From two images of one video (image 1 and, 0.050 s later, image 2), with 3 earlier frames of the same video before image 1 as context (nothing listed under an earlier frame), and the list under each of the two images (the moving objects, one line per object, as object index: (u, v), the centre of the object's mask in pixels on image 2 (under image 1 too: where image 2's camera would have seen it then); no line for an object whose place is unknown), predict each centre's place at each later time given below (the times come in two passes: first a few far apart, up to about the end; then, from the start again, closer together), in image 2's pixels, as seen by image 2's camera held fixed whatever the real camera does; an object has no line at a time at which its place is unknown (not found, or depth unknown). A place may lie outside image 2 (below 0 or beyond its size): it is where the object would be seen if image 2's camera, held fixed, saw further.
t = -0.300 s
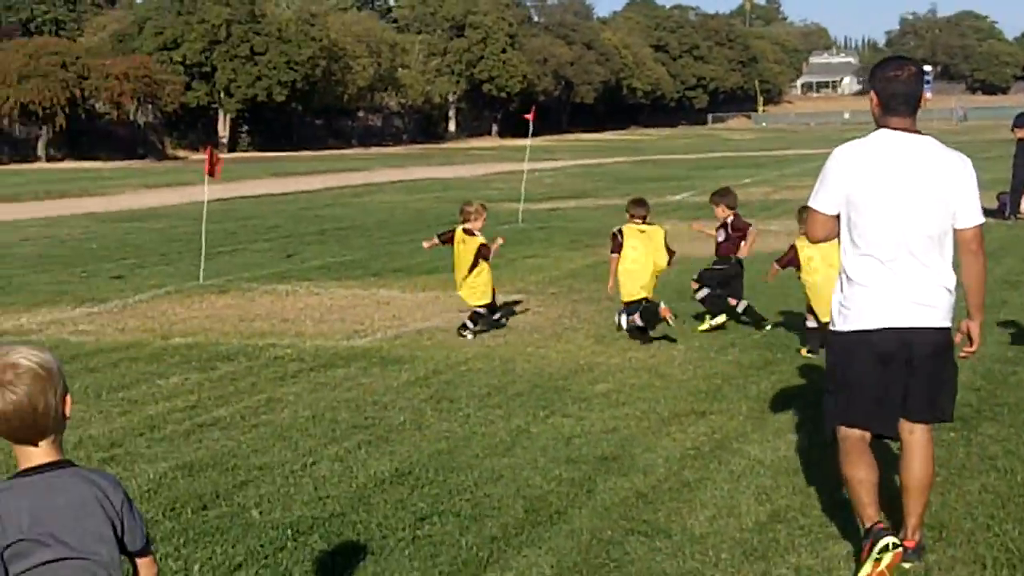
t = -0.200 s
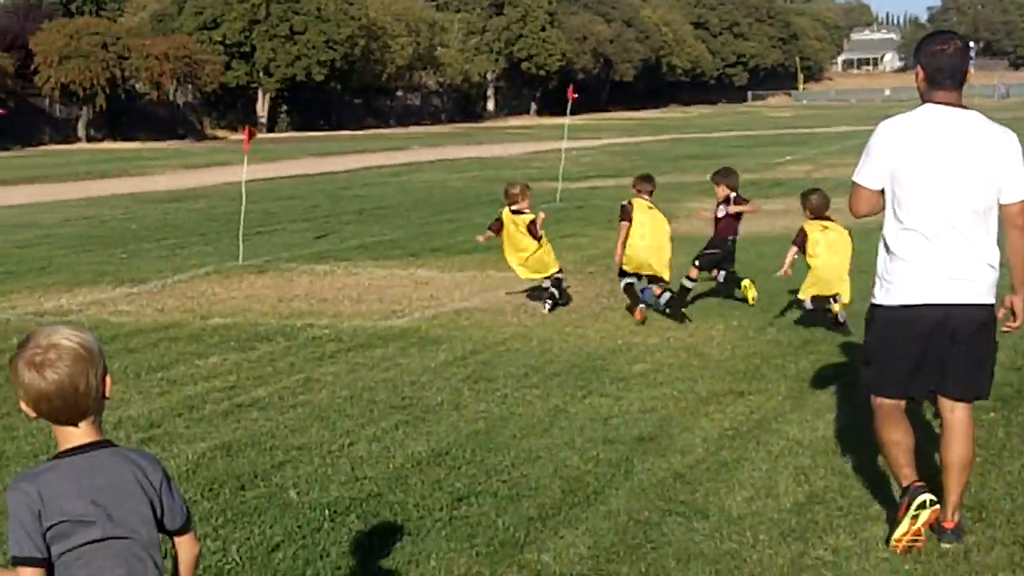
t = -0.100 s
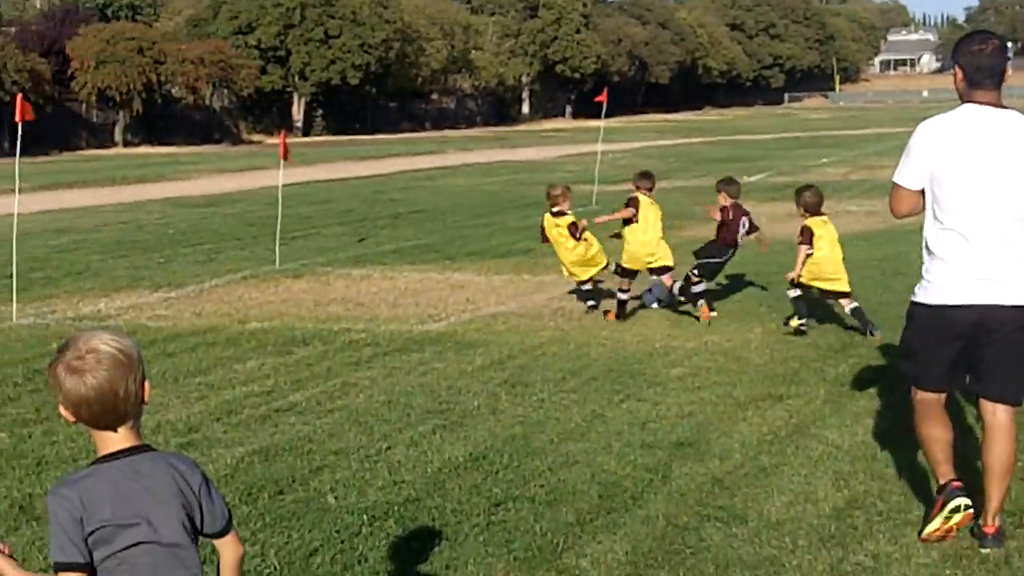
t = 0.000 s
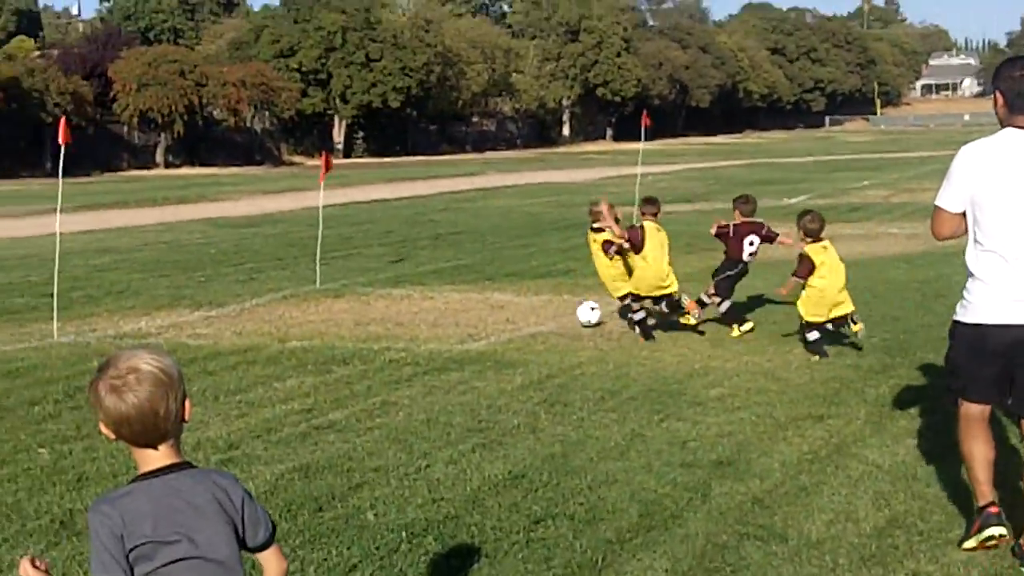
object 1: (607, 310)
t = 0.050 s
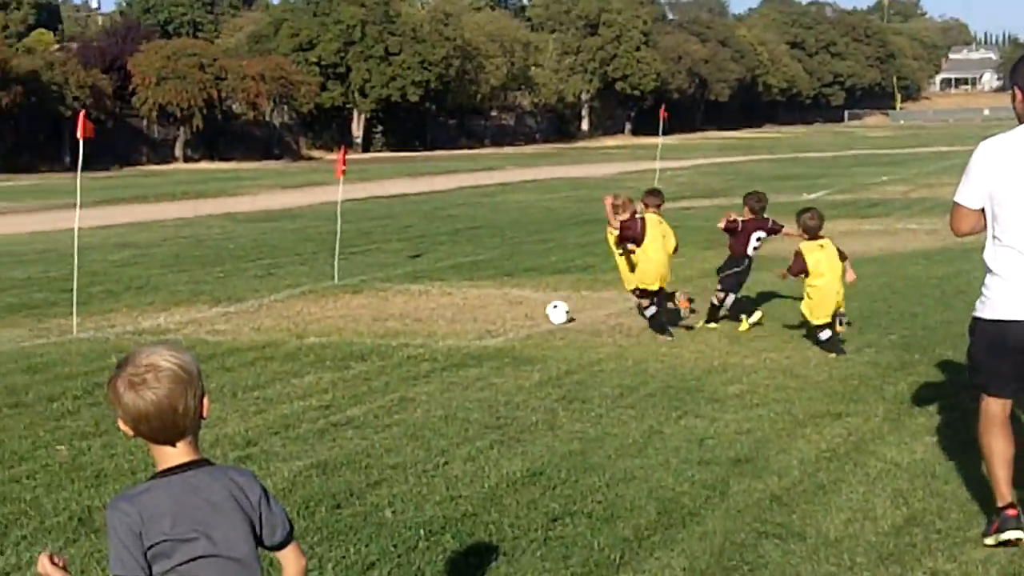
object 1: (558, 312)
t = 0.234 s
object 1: (413, 305)
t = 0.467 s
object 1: (286, 294)
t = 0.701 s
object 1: (174, 287)
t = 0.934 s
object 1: (82, 282)
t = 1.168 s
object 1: (3, 283)
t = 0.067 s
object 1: (542, 313)
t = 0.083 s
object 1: (528, 311)
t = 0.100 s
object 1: (514, 311)
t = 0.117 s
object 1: (501, 308)
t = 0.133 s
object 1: (488, 307)
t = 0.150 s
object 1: (475, 307)
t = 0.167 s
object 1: (463, 306)
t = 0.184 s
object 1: (450, 306)
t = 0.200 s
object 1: (438, 306)
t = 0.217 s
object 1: (425, 305)
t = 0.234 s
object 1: (413, 305)
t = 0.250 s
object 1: (404, 302)
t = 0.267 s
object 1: (395, 300)
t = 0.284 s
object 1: (385, 298)
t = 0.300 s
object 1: (375, 297)
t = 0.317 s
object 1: (366, 294)
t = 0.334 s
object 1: (357, 293)
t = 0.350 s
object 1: (348, 292)
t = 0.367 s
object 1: (340, 293)
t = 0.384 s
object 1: (330, 294)
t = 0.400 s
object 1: (321, 294)
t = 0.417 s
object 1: (312, 293)
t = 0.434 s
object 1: (303, 293)
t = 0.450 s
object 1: (294, 293)
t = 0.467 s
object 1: (286, 294)
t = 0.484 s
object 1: (278, 296)
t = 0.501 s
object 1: (269, 295)
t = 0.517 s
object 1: (260, 294)
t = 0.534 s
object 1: (252, 292)
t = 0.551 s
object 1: (244, 290)
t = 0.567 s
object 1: (236, 288)
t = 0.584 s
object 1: (228, 287)
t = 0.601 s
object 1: (220, 287)
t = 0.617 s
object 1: (213, 288)
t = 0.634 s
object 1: (205, 289)
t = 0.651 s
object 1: (197, 288)
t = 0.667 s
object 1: (189, 287)
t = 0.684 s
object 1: (182, 286)
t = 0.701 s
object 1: (174, 287)
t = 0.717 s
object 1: (167, 288)
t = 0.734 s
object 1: (160, 287)
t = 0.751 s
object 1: (152, 286)
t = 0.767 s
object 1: (146, 285)
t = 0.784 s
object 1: (139, 284)
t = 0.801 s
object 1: (132, 284)
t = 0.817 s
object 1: (126, 285)
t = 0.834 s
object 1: (119, 286)
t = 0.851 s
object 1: (113, 286)
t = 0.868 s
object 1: (106, 286)
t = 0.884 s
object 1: (100, 284)
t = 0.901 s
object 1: (94, 283)
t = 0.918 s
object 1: (88, 282)
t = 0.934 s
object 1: (82, 282)
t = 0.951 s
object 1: (76, 283)
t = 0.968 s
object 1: (69, 283)
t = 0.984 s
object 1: (64, 280)
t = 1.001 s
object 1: (58, 279)
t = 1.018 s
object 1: (52, 279)
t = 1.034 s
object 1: (46, 280)
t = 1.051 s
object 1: (41, 283)
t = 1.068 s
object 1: (35, 286)
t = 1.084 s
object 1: (30, 288)
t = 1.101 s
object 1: (25, 286)
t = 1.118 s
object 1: (19, 283)
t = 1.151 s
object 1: (8, 282)
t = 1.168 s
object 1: (3, 283)
